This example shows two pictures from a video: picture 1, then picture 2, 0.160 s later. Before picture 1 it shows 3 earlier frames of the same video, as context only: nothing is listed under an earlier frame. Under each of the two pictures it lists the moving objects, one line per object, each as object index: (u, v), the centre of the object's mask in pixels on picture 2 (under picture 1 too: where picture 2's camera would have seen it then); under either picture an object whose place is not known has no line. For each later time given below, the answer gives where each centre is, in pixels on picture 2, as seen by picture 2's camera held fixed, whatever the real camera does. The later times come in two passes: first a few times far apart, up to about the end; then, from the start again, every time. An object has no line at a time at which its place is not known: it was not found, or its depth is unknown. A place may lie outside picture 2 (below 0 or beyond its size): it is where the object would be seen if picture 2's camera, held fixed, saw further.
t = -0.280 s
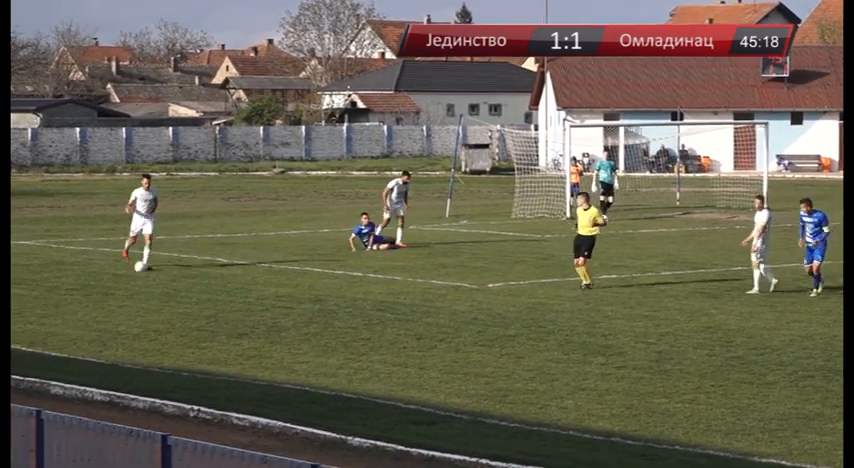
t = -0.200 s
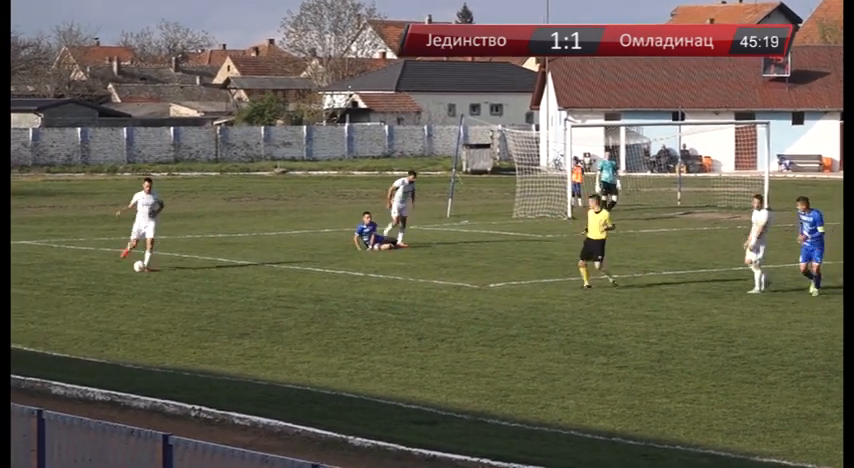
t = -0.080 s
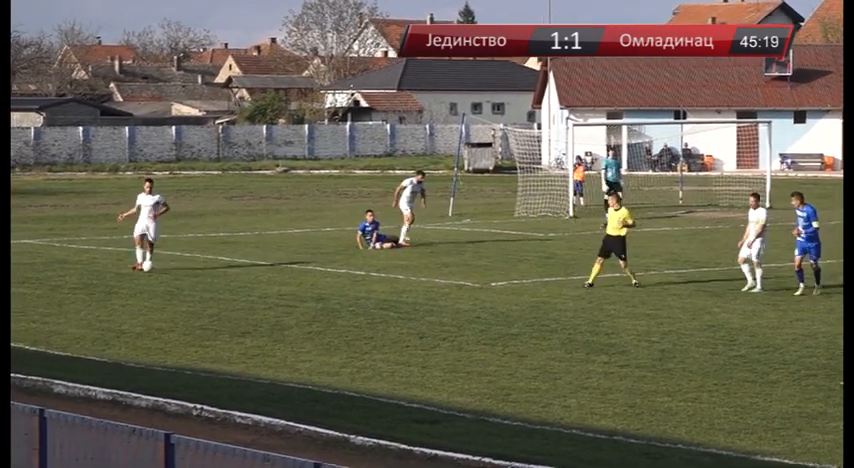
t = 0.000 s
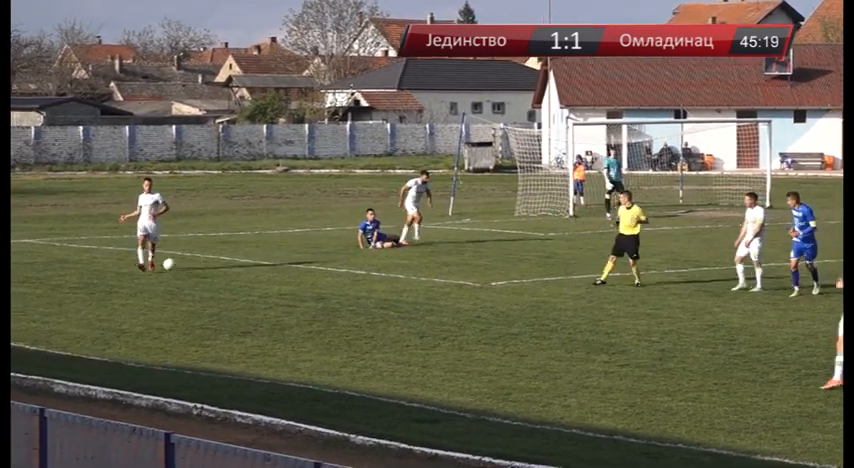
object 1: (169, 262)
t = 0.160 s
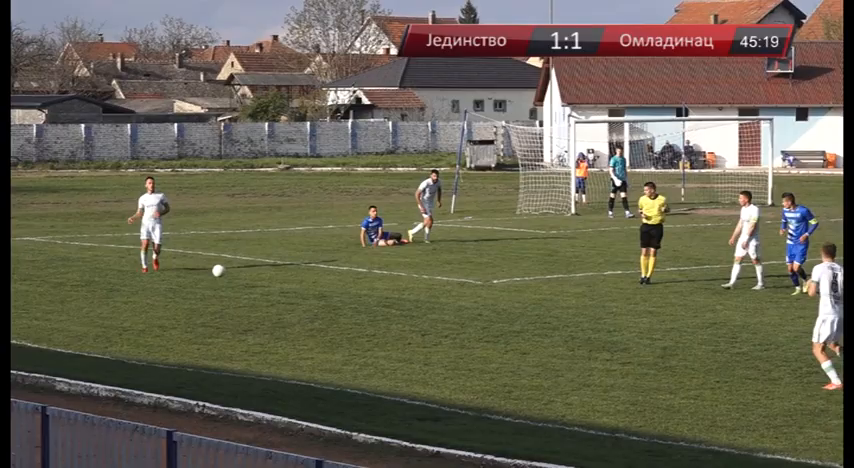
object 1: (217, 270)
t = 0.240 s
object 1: (245, 280)
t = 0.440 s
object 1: (314, 292)
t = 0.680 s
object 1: (402, 313)
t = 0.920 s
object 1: (487, 328)
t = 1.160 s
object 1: (571, 336)
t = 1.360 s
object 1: (646, 352)
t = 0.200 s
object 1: (231, 275)
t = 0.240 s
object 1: (245, 280)
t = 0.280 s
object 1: (258, 287)
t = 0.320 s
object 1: (275, 295)
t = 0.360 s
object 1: (288, 295)
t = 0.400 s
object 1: (301, 293)
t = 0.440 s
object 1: (314, 292)
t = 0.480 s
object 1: (327, 292)
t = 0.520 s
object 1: (342, 294)
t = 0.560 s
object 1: (356, 297)
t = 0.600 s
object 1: (371, 301)
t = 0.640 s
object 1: (386, 306)
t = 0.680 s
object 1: (402, 313)
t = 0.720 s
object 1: (418, 321)
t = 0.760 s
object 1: (431, 323)
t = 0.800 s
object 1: (445, 322)
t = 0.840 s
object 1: (458, 323)
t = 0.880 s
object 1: (473, 325)
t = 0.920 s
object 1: (487, 328)
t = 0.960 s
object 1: (501, 333)
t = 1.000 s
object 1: (516, 338)
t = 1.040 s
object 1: (530, 338)
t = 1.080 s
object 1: (543, 336)
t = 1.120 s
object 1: (557, 335)
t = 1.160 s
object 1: (571, 336)
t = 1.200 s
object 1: (585, 338)
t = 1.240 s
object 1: (600, 341)
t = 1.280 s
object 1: (615, 346)
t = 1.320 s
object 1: (631, 351)
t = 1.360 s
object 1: (646, 352)
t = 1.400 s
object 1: (663, 353)
